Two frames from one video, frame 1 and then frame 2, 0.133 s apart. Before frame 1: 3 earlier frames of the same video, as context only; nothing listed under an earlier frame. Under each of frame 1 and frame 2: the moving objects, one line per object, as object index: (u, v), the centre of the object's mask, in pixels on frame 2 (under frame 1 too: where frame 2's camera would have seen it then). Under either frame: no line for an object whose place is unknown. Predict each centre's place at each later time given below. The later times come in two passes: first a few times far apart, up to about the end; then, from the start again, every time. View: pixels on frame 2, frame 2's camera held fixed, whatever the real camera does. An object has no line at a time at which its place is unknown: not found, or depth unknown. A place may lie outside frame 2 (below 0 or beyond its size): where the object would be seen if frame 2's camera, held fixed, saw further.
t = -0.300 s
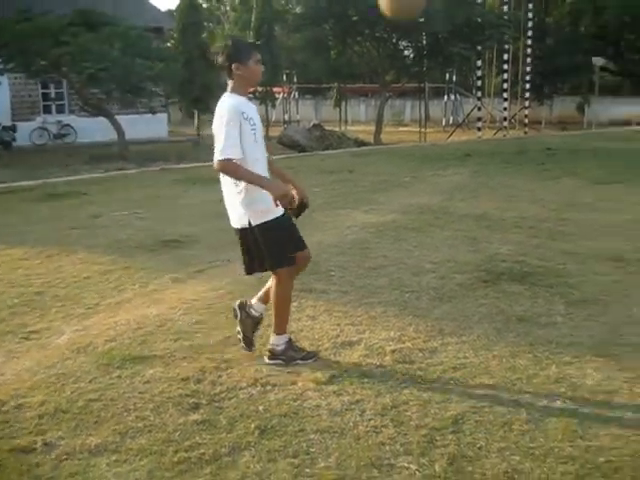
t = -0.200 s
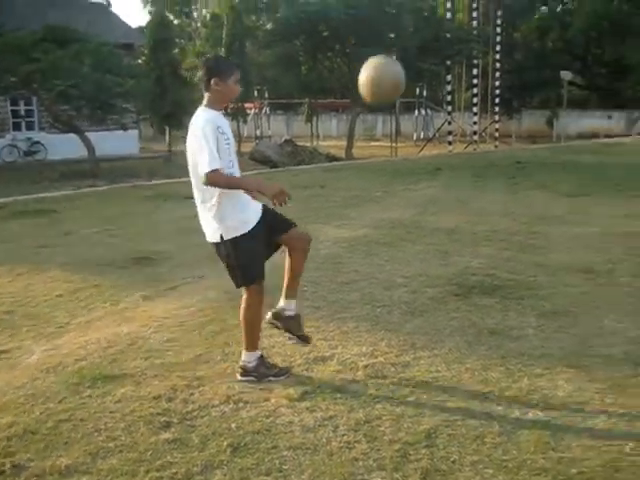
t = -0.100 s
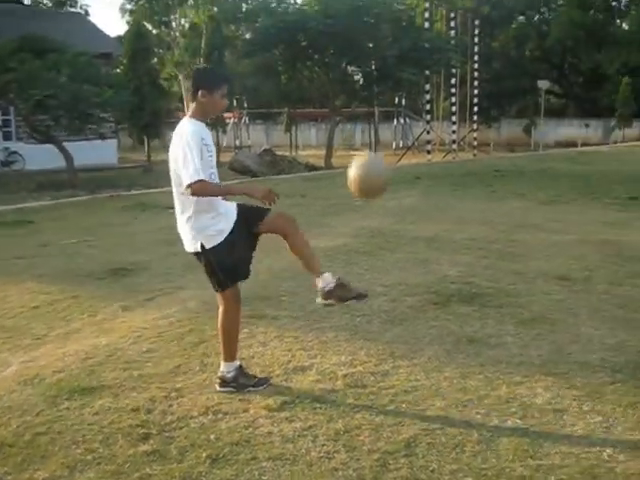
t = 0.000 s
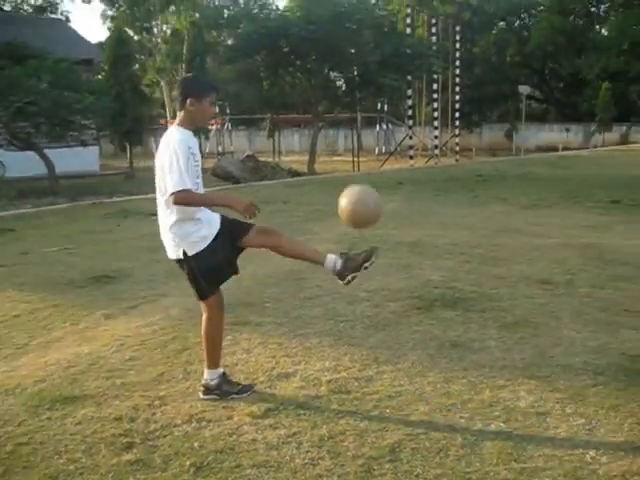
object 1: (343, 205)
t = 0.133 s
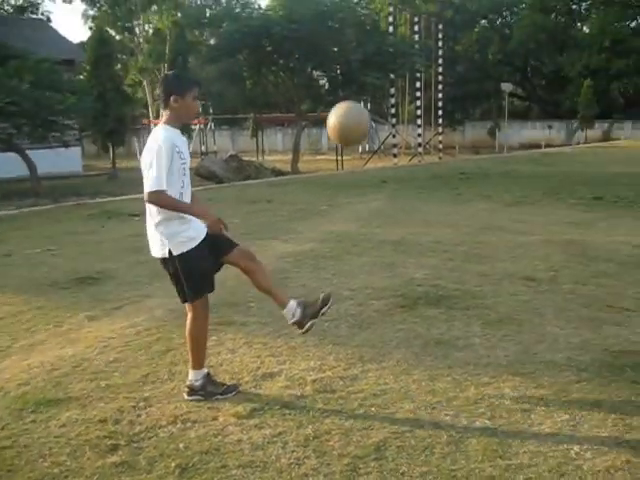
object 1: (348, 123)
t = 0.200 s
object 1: (351, 96)
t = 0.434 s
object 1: (360, 68)
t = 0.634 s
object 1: (364, 129)
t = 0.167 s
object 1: (350, 108)
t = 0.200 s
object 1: (351, 96)
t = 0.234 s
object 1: (353, 86)
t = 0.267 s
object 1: (354, 77)
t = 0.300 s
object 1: (356, 70)
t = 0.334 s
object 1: (357, 67)
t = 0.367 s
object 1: (358, 65)
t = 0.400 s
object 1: (359, 66)
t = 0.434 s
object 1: (360, 68)
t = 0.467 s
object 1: (361, 73)
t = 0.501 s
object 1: (361, 80)
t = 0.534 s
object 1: (363, 90)
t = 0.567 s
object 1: (364, 100)
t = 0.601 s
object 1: (365, 113)
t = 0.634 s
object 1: (364, 129)
